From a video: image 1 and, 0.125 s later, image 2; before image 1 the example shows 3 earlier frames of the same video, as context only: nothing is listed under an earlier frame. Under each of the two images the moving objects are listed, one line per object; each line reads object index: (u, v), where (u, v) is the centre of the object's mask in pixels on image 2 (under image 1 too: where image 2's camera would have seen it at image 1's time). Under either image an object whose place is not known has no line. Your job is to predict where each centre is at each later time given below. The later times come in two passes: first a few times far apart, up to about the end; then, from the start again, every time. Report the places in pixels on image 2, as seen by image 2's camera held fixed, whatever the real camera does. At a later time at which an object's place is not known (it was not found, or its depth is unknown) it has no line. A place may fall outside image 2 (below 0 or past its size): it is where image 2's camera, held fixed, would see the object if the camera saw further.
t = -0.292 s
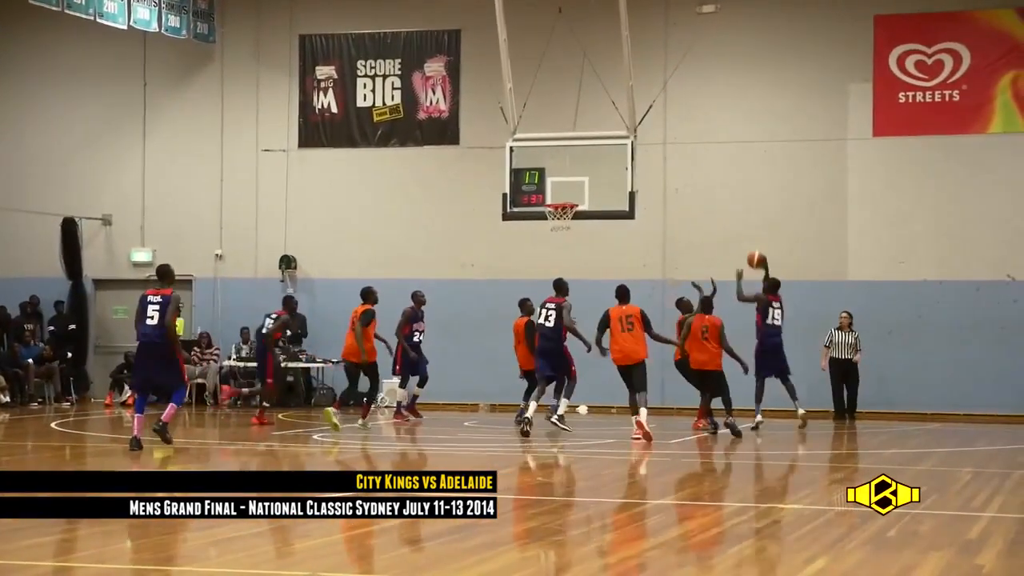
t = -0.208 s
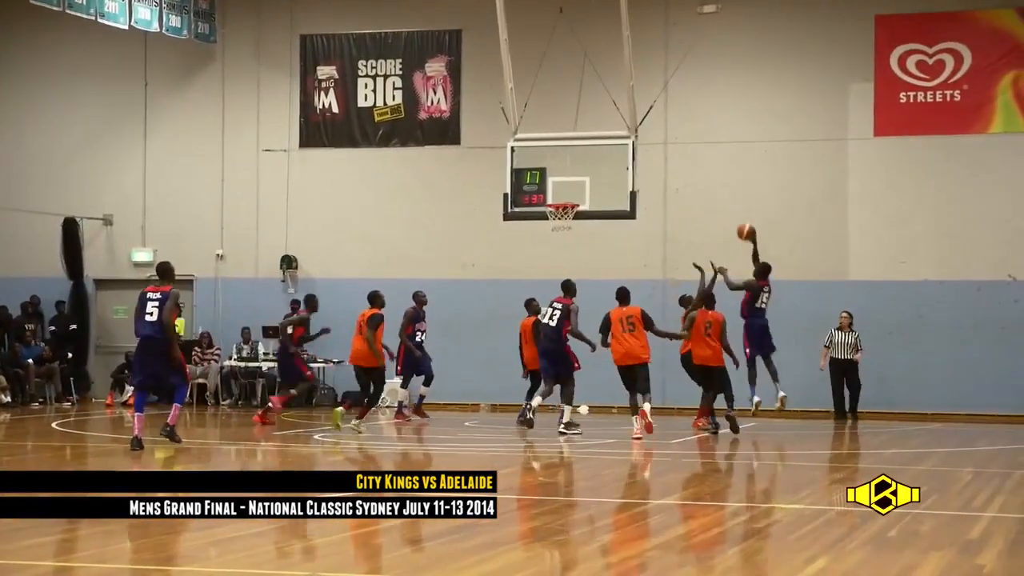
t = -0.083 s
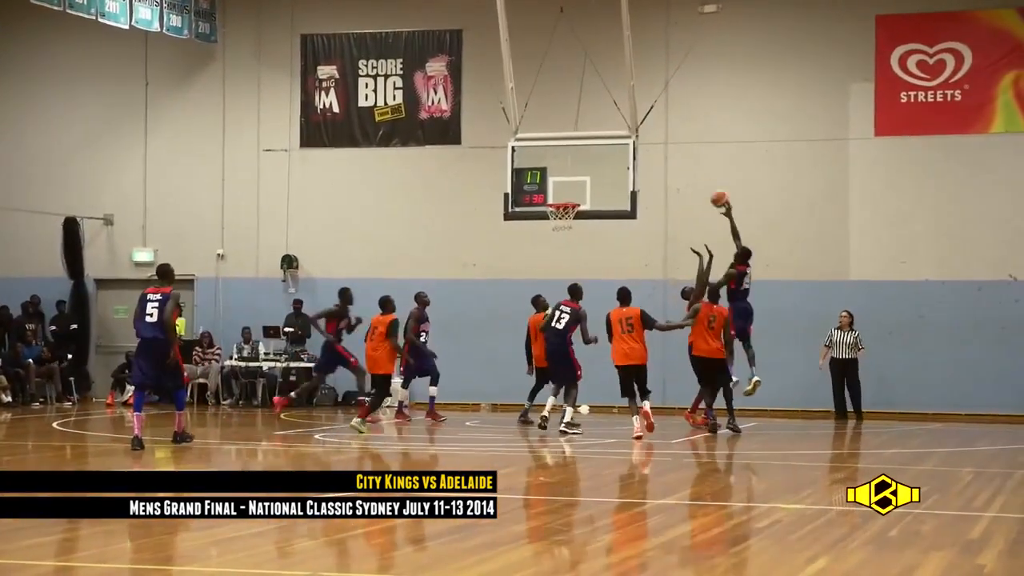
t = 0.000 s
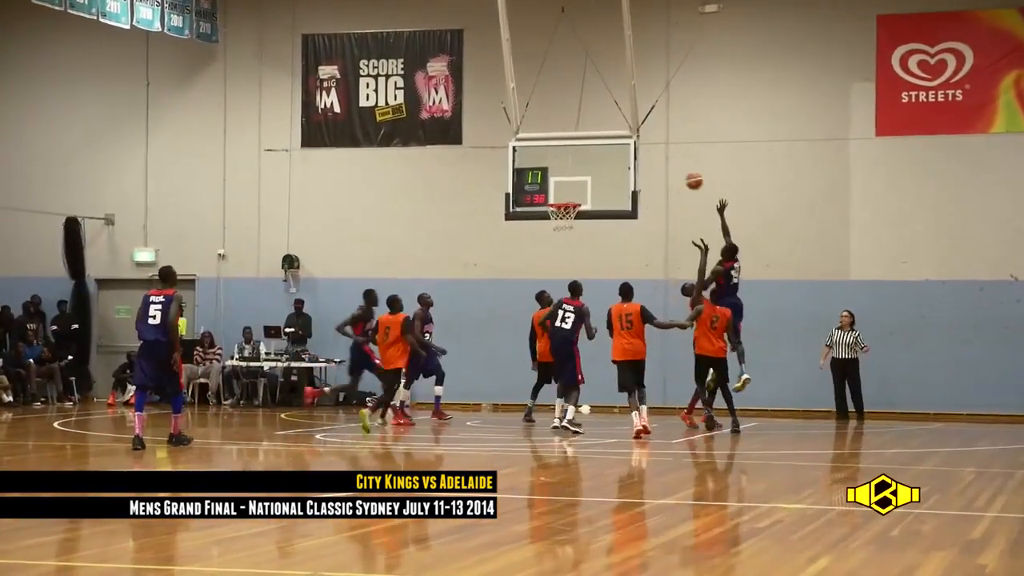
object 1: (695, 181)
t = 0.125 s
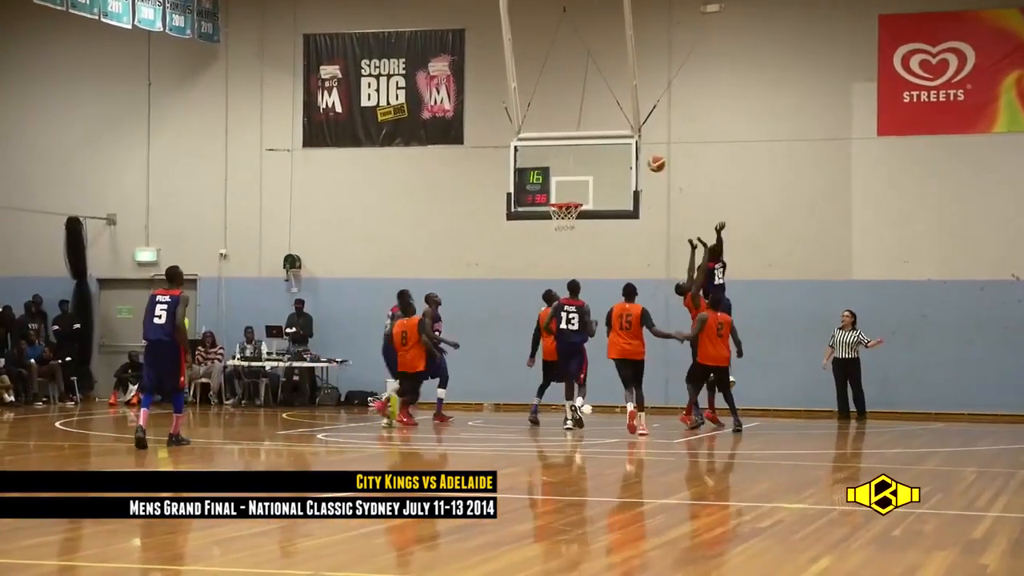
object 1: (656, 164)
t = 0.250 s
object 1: (623, 159)
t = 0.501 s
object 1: (578, 185)
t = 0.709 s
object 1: (554, 212)
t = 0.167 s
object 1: (644, 161)
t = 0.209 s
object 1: (631, 159)
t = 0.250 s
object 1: (623, 159)
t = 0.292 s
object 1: (615, 161)
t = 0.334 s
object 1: (608, 163)
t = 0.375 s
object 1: (601, 167)
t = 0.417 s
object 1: (594, 172)
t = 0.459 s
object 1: (585, 178)
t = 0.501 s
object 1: (578, 185)
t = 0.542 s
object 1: (571, 194)
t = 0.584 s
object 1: (566, 198)
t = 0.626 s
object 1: (564, 201)
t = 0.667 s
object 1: (561, 209)
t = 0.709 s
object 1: (554, 212)
